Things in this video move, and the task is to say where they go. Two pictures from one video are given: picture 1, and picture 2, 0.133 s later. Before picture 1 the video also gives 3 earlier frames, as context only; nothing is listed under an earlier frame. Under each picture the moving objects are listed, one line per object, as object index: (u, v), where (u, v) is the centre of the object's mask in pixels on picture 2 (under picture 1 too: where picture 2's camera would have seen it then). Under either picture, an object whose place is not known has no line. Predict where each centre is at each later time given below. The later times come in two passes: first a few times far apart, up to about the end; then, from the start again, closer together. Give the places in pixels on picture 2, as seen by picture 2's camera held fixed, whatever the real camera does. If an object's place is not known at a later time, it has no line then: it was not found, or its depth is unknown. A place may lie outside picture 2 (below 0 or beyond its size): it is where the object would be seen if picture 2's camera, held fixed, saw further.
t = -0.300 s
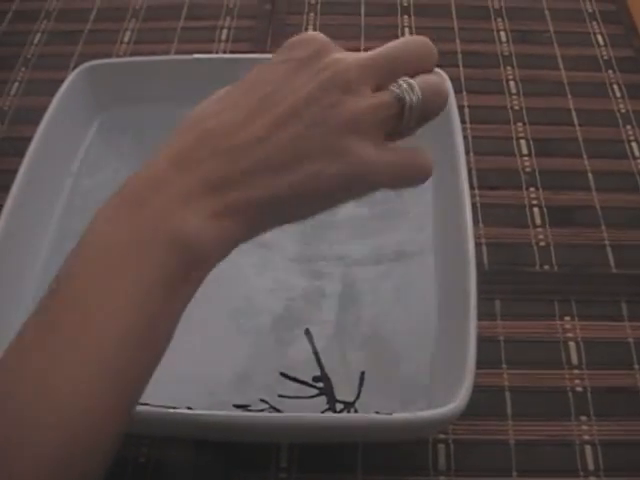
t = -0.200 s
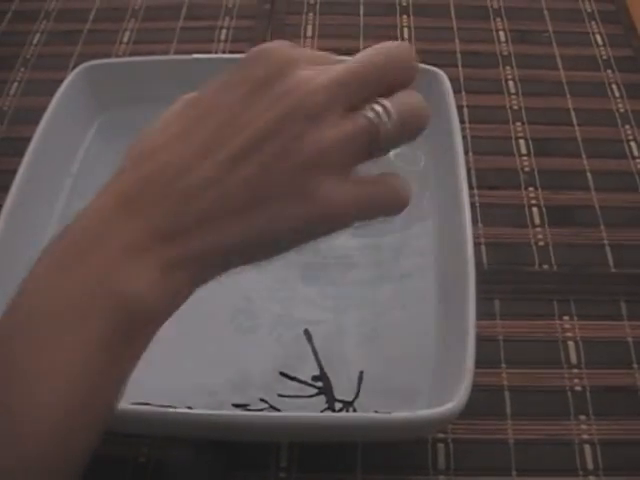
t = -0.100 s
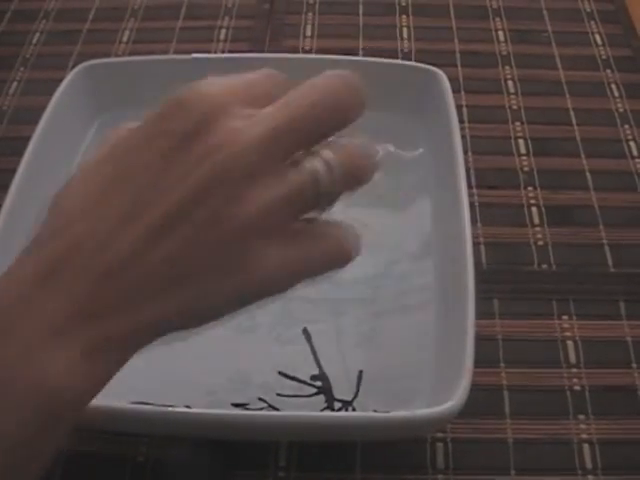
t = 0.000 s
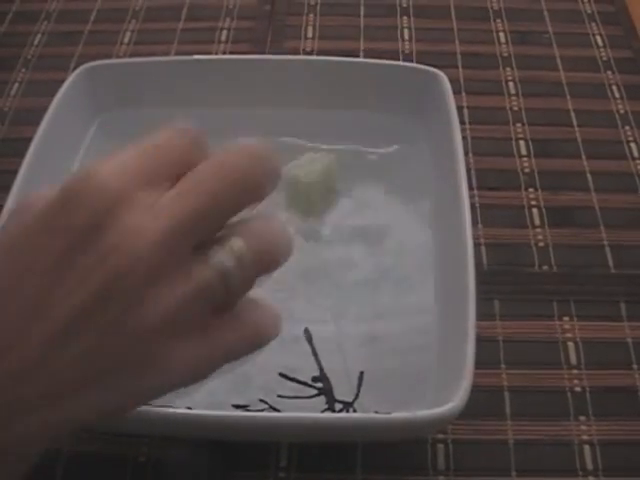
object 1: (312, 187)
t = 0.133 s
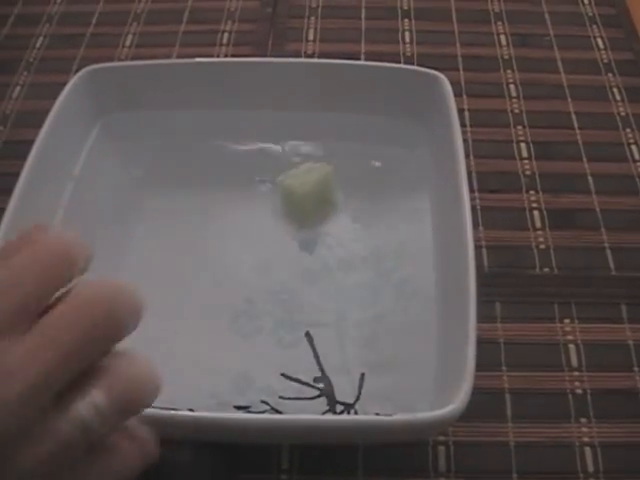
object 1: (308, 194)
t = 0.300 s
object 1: (302, 204)
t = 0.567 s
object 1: (297, 215)
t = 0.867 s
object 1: (291, 225)
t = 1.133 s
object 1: (287, 232)
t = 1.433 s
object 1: (284, 238)
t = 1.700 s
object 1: (280, 245)
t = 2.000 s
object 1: (279, 250)
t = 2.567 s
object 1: (276, 257)
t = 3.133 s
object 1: (271, 263)
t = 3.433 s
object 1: (272, 265)
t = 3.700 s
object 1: (270, 268)
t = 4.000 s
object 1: (270, 269)
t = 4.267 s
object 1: (269, 270)
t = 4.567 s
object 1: (270, 273)
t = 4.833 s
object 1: (270, 275)
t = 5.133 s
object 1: (268, 276)
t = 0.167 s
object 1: (306, 196)
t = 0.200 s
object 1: (305, 198)
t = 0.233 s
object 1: (304, 200)
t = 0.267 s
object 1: (303, 202)
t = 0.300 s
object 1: (302, 204)
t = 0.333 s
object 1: (302, 205)
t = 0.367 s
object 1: (301, 206)
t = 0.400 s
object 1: (301, 208)
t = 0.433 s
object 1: (300, 209)
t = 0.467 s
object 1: (299, 211)
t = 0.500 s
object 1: (298, 212)
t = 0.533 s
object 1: (298, 213)
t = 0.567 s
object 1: (297, 215)
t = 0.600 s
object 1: (296, 216)
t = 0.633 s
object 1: (295, 217)
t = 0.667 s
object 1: (294, 218)
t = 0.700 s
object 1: (294, 219)
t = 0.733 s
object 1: (293, 220)
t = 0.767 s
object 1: (293, 222)
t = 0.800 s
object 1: (293, 223)
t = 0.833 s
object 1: (292, 224)
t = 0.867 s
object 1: (291, 225)
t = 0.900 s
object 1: (290, 226)
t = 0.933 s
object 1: (290, 227)
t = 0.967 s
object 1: (289, 227)
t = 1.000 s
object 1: (289, 229)
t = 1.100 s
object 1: (287, 230)
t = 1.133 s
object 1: (287, 232)
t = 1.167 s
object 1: (287, 233)
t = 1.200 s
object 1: (287, 234)
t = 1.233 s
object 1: (287, 235)
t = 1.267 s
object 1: (286, 236)
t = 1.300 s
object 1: (286, 237)
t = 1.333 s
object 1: (286, 237)
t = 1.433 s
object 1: (284, 238)
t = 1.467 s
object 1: (283, 239)
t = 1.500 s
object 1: (283, 240)
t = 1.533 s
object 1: (282, 241)
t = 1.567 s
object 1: (282, 241)
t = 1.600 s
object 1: (281, 242)
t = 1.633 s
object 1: (281, 243)
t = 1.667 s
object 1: (280, 244)
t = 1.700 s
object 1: (280, 245)
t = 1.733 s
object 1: (280, 247)
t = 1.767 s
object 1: (280, 247)
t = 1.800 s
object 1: (280, 248)
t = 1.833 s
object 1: (280, 247)
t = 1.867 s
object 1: (280, 247)
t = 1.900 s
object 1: (280, 248)
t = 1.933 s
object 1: (279, 249)
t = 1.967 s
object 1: (279, 249)
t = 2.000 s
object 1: (279, 250)
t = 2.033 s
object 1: (278, 250)
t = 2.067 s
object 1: (278, 251)
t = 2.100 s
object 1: (278, 251)
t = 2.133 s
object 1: (279, 252)
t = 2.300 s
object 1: (278, 254)
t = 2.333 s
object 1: (277, 255)
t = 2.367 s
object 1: (277, 255)
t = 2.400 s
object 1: (276, 255)
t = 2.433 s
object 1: (276, 256)
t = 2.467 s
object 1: (276, 256)
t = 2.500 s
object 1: (276, 256)
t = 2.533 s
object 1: (276, 257)
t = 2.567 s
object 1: (276, 257)
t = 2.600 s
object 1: (276, 257)
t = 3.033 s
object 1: (273, 262)
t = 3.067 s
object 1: (272, 263)
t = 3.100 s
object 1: (272, 263)
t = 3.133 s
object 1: (271, 263)
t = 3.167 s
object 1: (272, 263)
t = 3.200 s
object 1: (271, 264)
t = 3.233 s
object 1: (271, 264)
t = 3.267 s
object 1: (271, 264)
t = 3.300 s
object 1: (271, 264)
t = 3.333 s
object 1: (272, 264)
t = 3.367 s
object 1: (272, 265)
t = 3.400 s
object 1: (271, 265)
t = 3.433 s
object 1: (272, 265)
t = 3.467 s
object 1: (272, 265)
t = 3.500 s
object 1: (272, 265)
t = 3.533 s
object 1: (271, 266)
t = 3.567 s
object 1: (271, 266)
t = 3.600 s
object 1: (271, 266)
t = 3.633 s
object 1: (270, 267)
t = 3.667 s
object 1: (270, 267)
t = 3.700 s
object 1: (270, 268)
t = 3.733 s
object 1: (269, 268)
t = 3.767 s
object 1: (269, 268)
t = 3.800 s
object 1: (269, 268)
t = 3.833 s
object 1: (269, 268)
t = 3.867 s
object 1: (270, 268)
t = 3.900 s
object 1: (269, 268)
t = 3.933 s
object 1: (269, 269)
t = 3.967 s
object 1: (270, 269)
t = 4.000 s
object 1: (270, 269)
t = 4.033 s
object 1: (270, 269)
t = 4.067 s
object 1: (270, 270)
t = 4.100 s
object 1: (269, 270)
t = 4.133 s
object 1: (269, 270)
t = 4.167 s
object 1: (269, 270)
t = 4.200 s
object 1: (270, 270)
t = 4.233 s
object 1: (269, 270)
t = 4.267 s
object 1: (269, 270)
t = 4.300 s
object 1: (269, 271)
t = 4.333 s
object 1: (269, 271)
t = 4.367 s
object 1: (269, 271)
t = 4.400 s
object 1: (269, 272)
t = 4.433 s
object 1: (270, 273)
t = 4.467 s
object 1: (269, 273)
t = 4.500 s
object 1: (269, 273)
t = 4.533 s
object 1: (270, 273)
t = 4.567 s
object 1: (270, 273)
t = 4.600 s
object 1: (270, 273)
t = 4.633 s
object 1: (270, 273)
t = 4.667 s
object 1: (270, 273)
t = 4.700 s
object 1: (270, 273)
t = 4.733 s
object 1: (270, 274)
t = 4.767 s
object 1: (271, 275)
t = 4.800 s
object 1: (271, 275)
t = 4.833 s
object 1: (270, 275)
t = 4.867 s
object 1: (270, 275)
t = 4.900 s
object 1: (270, 275)
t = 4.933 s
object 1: (270, 275)
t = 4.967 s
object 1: (269, 275)
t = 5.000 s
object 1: (269, 275)
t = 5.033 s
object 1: (269, 276)
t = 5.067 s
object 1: (269, 276)
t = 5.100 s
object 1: (269, 276)
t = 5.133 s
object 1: (268, 276)
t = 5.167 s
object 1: (268, 277)
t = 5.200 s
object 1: (267, 277)
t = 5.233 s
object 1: (268, 277)
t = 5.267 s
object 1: (267, 276)
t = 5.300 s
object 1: (267, 276)
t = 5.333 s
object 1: (268, 277)
